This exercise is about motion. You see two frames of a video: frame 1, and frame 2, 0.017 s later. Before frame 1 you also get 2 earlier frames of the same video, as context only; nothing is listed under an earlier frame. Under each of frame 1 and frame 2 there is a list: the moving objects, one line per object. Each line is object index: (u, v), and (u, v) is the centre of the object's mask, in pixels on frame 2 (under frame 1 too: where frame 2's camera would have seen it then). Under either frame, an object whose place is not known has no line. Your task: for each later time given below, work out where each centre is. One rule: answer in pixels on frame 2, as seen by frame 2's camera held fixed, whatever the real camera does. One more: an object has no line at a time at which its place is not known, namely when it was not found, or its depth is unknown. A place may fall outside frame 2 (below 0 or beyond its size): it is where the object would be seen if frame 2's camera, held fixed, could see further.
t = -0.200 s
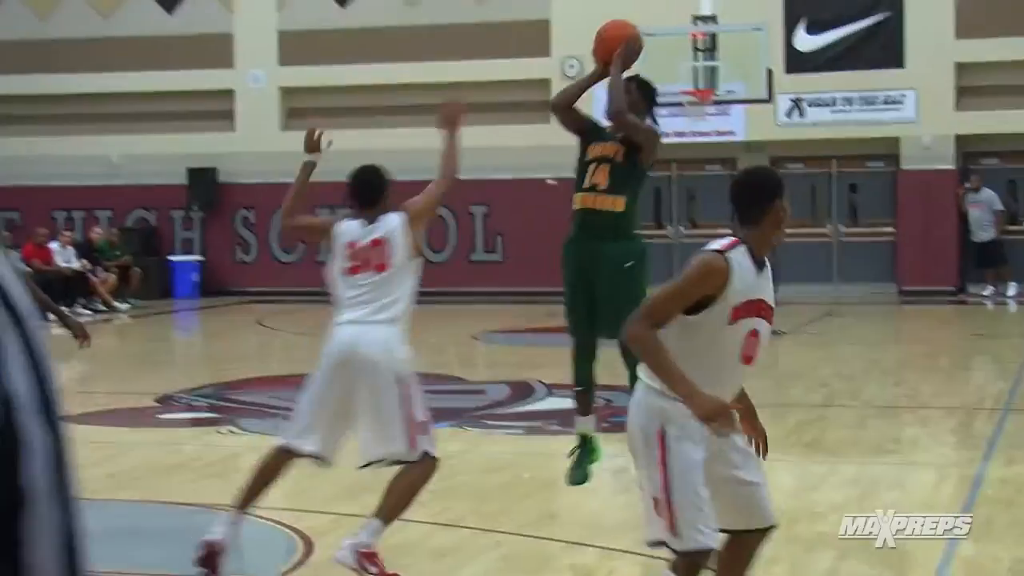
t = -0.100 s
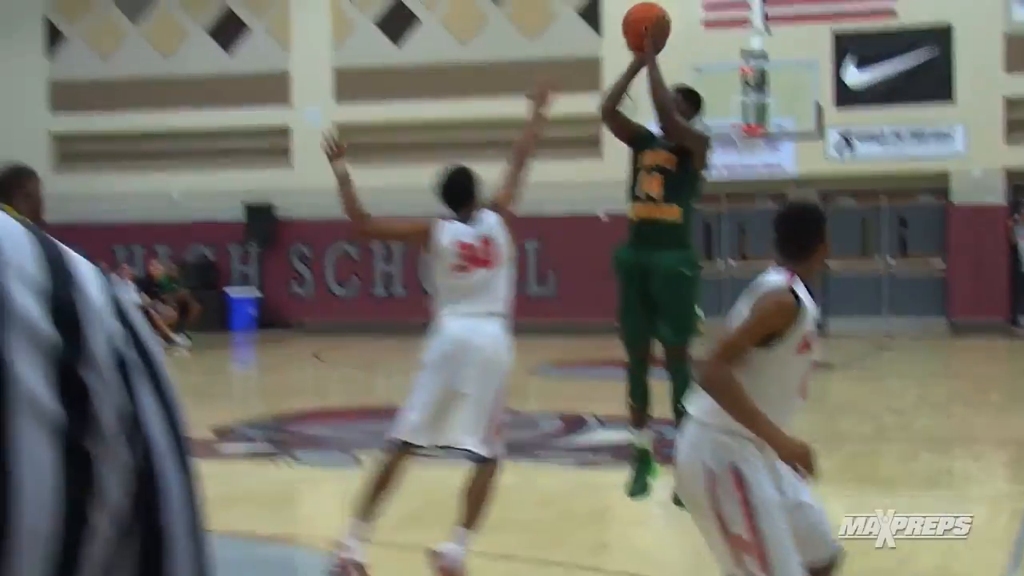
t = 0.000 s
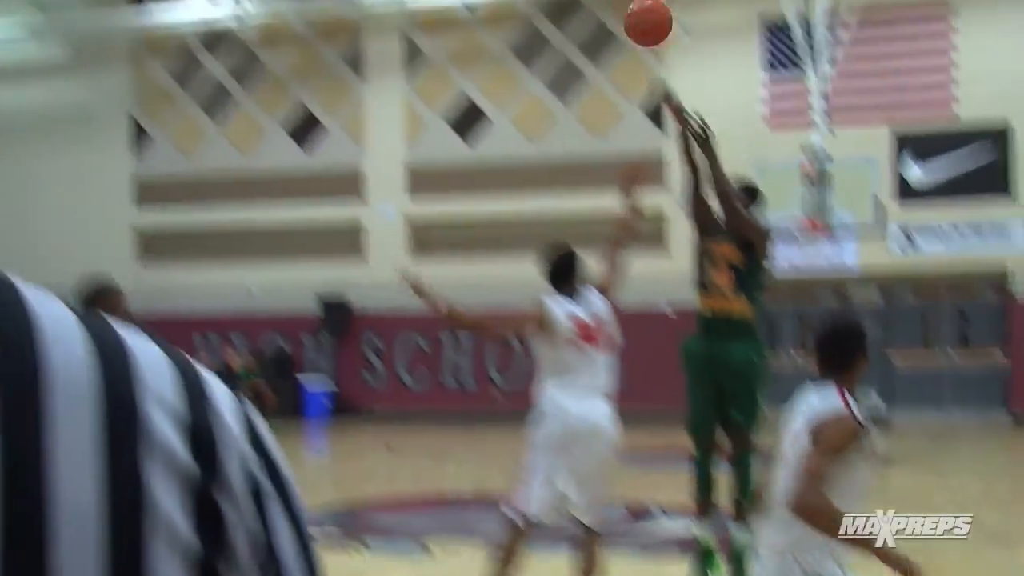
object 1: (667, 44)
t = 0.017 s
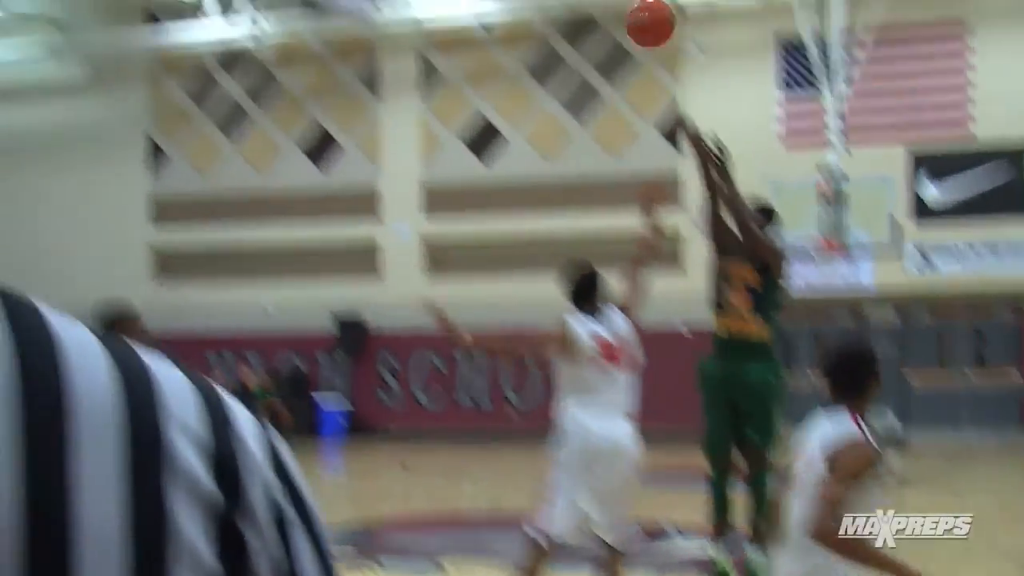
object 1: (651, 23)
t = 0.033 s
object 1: (635, 3)
